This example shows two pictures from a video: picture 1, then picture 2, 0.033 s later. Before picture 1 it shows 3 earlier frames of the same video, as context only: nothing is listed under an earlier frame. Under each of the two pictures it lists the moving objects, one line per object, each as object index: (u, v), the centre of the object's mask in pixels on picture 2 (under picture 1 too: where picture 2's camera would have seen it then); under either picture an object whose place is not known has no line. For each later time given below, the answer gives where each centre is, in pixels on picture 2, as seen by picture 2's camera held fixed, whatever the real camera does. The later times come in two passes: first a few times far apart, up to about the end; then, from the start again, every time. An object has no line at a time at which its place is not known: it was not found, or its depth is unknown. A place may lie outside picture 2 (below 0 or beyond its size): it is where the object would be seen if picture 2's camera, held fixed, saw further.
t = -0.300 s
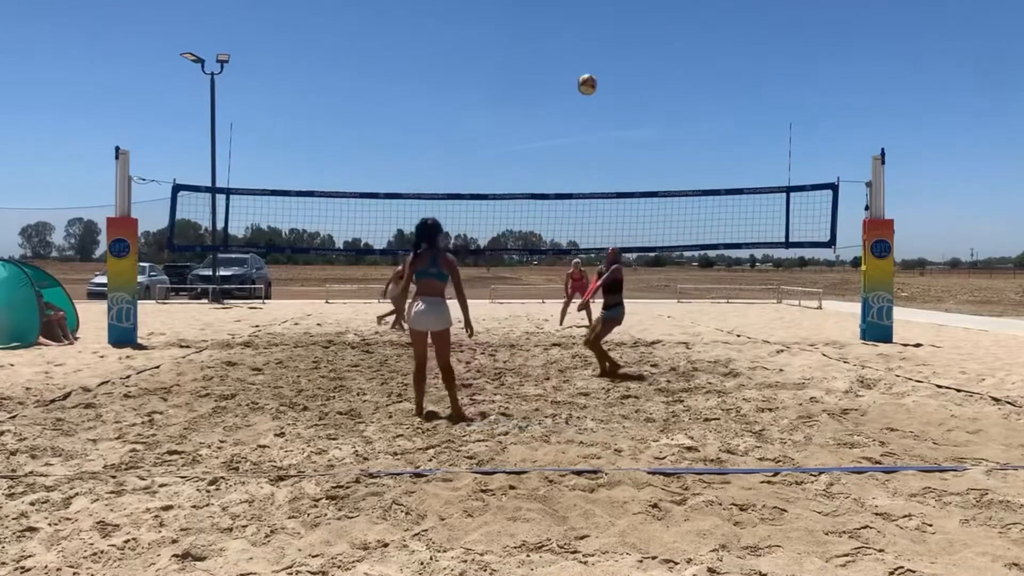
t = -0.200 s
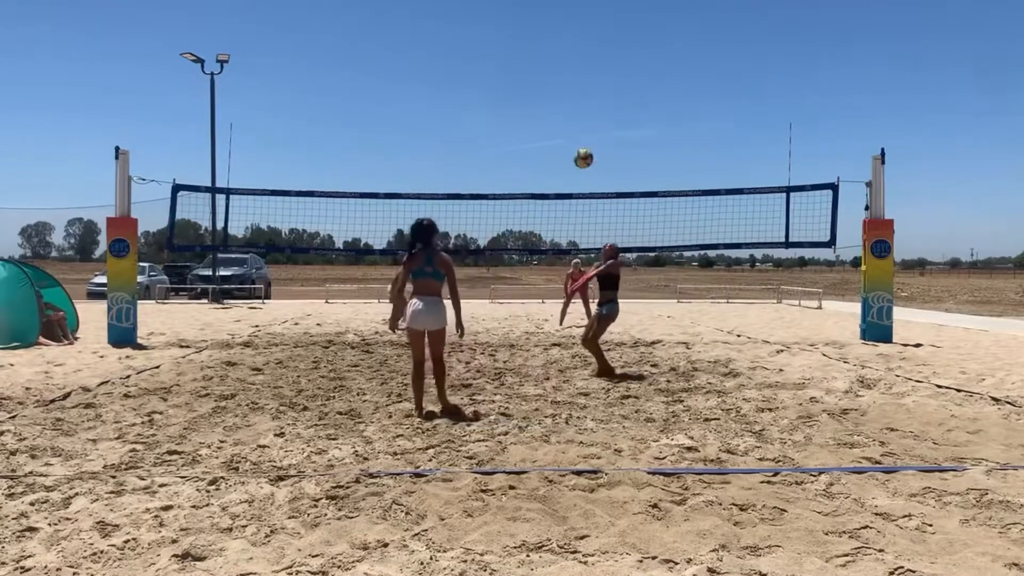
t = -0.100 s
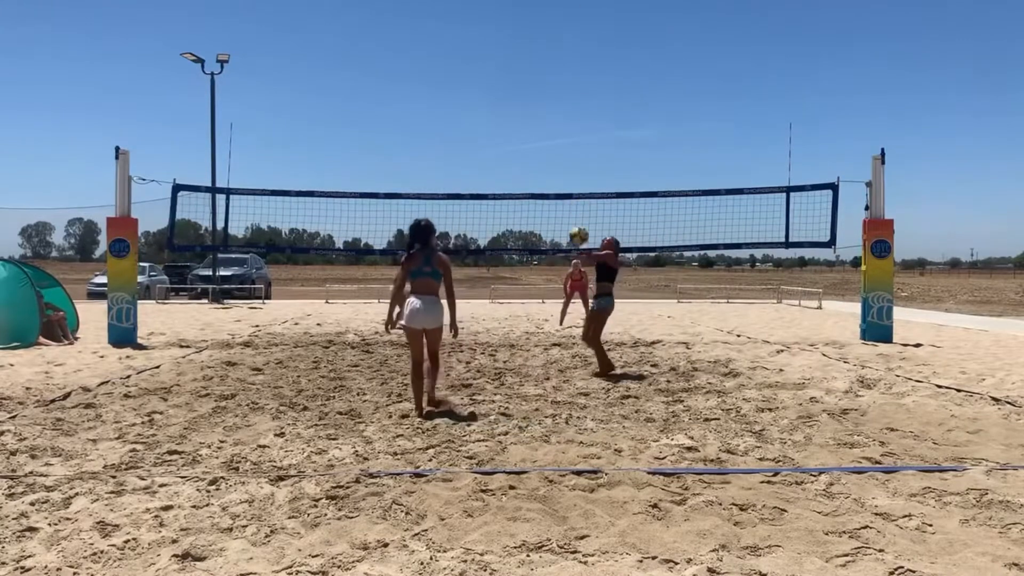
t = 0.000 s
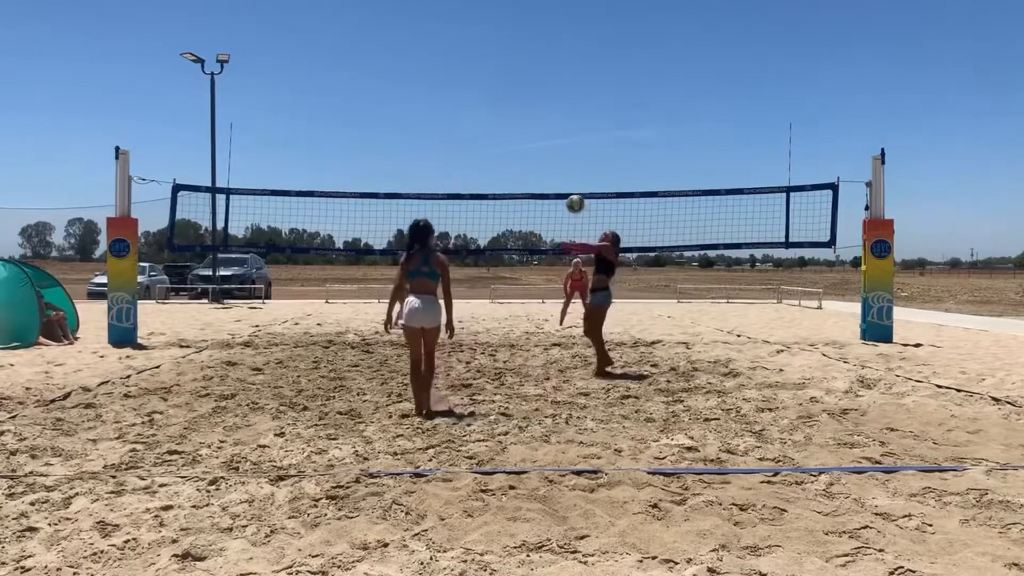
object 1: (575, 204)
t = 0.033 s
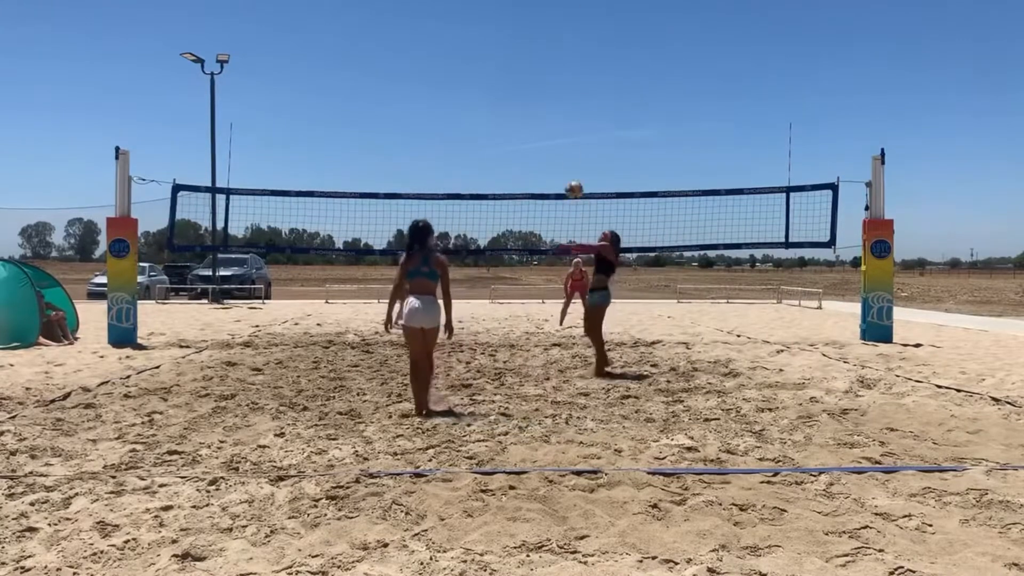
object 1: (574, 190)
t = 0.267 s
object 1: (566, 125)
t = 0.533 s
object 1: (557, 111)
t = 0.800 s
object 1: (549, 144)
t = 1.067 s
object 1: (542, 212)
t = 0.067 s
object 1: (573, 177)
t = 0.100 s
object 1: (572, 165)
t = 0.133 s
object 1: (571, 155)
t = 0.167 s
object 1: (570, 146)
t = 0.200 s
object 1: (568, 138)
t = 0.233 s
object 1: (567, 131)
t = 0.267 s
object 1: (566, 125)
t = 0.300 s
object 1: (565, 120)
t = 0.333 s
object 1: (564, 116)
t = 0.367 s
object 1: (562, 113)
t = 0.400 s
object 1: (561, 111)
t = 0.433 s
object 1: (560, 111)
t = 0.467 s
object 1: (559, 110)
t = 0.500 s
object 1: (558, 110)
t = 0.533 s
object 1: (557, 111)
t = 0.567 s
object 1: (556, 113)
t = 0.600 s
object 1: (555, 116)
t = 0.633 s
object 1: (554, 119)
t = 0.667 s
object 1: (553, 122)
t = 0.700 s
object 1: (552, 127)
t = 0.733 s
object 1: (551, 132)
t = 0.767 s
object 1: (550, 138)
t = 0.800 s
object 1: (549, 144)
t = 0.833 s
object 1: (549, 151)
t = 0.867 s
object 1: (548, 159)
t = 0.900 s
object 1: (546, 166)
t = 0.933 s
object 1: (546, 174)
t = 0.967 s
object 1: (544, 183)
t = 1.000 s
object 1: (544, 190)
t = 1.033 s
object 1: (543, 204)
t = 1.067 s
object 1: (542, 212)
